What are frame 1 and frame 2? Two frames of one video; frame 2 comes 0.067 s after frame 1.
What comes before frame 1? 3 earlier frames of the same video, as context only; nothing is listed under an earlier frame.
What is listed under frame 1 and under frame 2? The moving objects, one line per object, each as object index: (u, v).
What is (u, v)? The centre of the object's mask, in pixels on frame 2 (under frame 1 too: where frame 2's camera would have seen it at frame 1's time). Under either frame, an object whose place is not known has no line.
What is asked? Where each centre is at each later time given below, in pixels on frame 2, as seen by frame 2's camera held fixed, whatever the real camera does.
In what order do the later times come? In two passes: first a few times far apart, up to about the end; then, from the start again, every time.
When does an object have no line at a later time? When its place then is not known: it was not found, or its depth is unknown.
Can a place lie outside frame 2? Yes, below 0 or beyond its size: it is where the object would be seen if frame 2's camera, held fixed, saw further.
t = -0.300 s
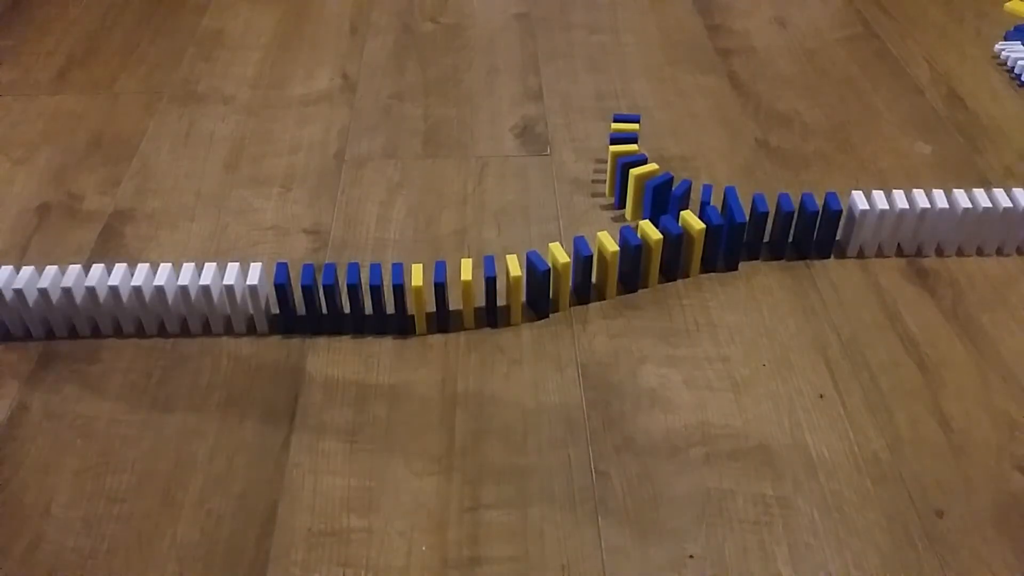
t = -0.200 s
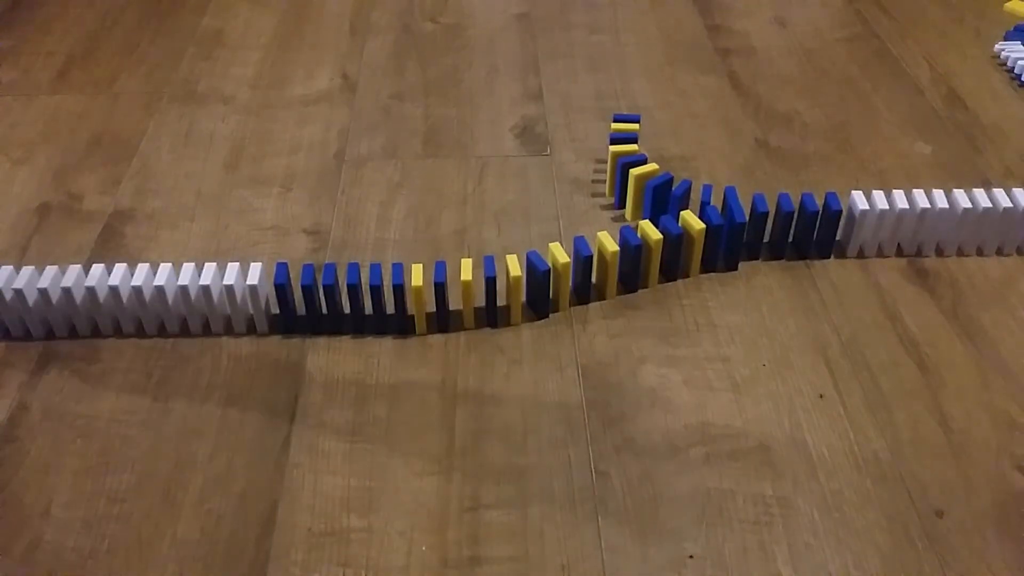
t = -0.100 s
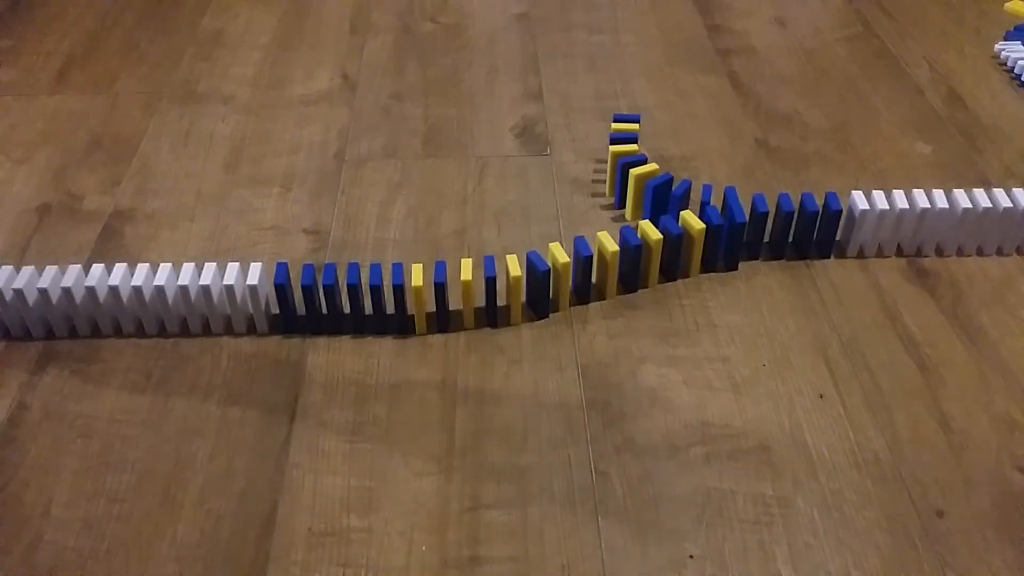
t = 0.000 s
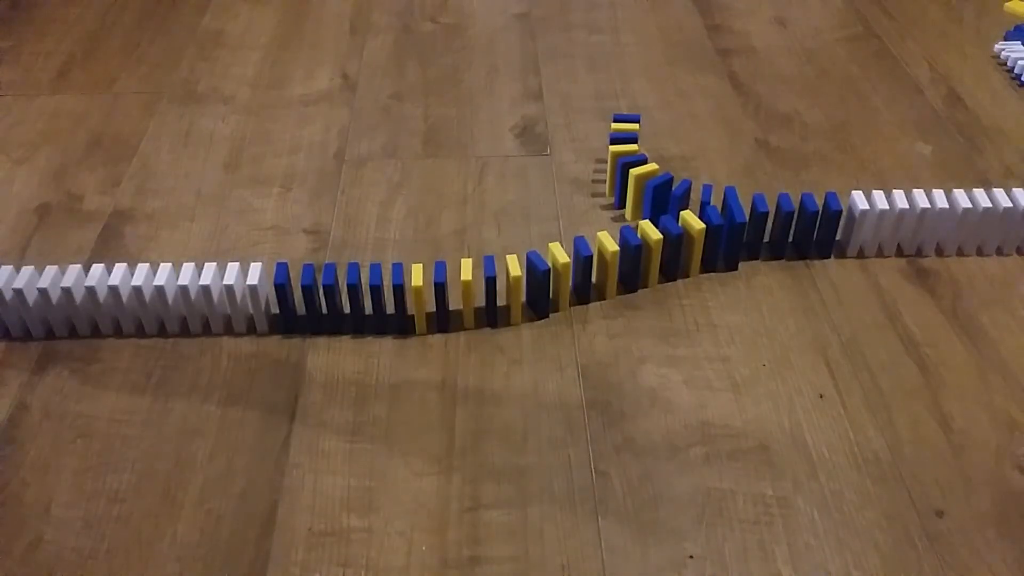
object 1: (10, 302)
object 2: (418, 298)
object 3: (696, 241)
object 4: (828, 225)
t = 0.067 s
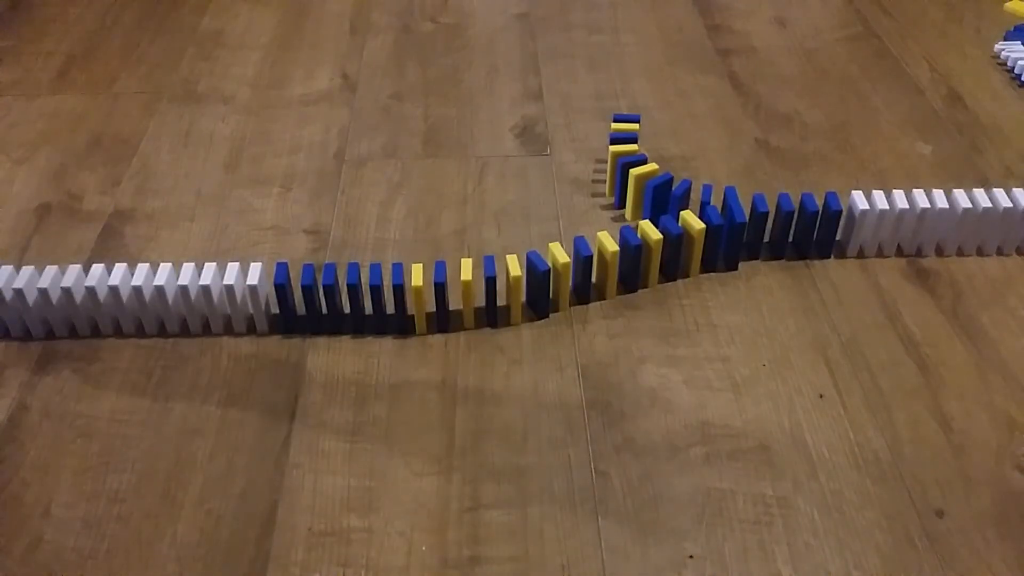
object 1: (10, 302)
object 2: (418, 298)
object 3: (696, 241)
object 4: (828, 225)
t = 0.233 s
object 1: (11, 301)
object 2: (418, 298)
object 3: (696, 241)
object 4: (828, 225)
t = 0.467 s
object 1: (35, 313)
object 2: (418, 298)
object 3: (696, 241)
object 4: (828, 225)
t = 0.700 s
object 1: (36, 312)
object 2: (449, 307)
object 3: (696, 241)
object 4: (828, 225)
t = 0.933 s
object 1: (35, 312)
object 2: (454, 312)
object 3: (721, 242)
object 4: (828, 225)
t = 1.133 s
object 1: (36, 312)
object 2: (454, 312)
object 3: (722, 246)
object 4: (862, 232)
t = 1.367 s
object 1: (36, 311)
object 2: (454, 312)
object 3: (722, 246)
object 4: (863, 233)
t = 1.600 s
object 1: (36, 311)
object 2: (454, 312)
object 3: (722, 246)
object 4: (863, 233)
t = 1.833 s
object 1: (37, 310)
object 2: (454, 312)
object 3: (722, 246)
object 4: (862, 233)
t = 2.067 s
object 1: (38, 309)
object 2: (454, 312)
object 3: (722, 246)
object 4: (862, 234)
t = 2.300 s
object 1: (38, 309)
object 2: (454, 312)
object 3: (722, 246)
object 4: (862, 234)
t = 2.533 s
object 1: (38, 309)
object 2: (454, 312)
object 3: (722, 246)
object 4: (862, 233)
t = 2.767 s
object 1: (38, 309)
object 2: (454, 312)
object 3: (722, 246)
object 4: (862, 233)
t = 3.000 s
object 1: (38, 309)
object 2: (454, 312)
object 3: (722, 246)
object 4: (862, 233)
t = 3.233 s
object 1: (39, 309)
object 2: (454, 312)
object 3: (722, 246)
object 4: (862, 233)
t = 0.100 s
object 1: (10, 302)
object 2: (418, 298)
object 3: (696, 241)
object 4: (828, 225)
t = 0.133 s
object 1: (10, 303)
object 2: (418, 298)
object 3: (696, 241)
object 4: (828, 225)
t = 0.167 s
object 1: (10, 303)
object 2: (418, 298)
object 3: (696, 241)
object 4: (828, 225)
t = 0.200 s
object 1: (10, 302)
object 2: (418, 298)
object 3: (696, 241)
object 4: (828, 225)
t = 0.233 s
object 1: (11, 301)
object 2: (418, 298)
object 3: (696, 241)
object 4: (828, 225)
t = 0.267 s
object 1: (10, 302)
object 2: (418, 298)
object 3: (696, 241)
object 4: (828, 225)
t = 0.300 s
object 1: (13, 303)
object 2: (418, 298)
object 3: (696, 241)
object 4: (828, 225)
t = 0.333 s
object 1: (22, 311)
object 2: (418, 298)
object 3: (696, 241)
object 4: (828, 225)
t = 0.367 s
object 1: (27, 316)
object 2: (418, 298)
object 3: (696, 241)
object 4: (828, 225)
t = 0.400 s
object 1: (30, 313)
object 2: (418, 298)
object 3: (696, 241)
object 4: (828, 225)
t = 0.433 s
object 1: (32, 316)
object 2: (418, 298)
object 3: (696, 241)
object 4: (828, 225)
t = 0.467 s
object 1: (35, 313)
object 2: (418, 298)
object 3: (696, 241)
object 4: (828, 225)
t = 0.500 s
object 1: (35, 314)
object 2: (418, 298)
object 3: (696, 241)
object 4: (828, 225)
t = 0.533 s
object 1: (36, 313)
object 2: (418, 298)
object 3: (696, 241)
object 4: (828, 225)
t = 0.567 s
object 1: (36, 312)
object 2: (418, 298)
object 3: (696, 241)
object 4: (828, 225)
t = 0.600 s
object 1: (35, 313)
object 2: (419, 297)
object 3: (696, 241)
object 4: (828, 225)
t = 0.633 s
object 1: (35, 312)
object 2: (432, 296)
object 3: (696, 241)
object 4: (828, 225)
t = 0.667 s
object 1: (36, 312)
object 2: (443, 301)
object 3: (696, 241)
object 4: (828, 225)
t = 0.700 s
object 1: (36, 312)
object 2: (449, 307)
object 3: (696, 241)
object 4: (828, 225)
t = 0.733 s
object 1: (36, 312)
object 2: (452, 310)
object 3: (696, 241)
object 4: (828, 225)
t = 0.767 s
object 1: (36, 312)
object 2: (454, 311)
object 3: (696, 241)
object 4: (828, 225)
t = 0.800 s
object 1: (36, 312)
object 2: (454, 312)
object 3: (696, 241)
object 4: (828, 225)
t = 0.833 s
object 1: (36, 312)
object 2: (454, 312)
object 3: (700, 237)
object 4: (828, 225)
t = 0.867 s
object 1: (36, 312)
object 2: (454, 312)
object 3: (710, 239)
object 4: (828, 225)
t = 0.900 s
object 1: (36, 312)
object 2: (454, 312)
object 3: (717, 239)
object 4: (828, 226)
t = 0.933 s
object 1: (35, 312)
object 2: (454, 312)
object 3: (721, 242)
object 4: (828, 225)
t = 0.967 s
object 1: (35, 312)
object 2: (454, 312)
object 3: (723, 244)
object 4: (832, 224)
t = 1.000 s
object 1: (35, 312)
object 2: (454, 312)
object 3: (723, 245)
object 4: (847, 228)
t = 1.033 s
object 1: (35, 312)
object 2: (454, 312)
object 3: (722, 246)
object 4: (853, 229)
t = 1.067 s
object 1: (36, 312)
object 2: (454, 312)
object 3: (722, 246)
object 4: (859, 229)
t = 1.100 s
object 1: (36, 312)
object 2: (454, 312)
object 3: (722, 246)
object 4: (862, 230)
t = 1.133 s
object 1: (36, 312)
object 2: (454, 312)
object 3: (722, 246)
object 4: (862, 232)
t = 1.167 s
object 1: (36, 311)
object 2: (454, 312)
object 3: (722, 246)
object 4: (863, 232)
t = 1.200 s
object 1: (36, 311)
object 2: (454, 312)
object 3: (722, 246)
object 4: (863, 233)
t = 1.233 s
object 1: (36, 311)
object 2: (454, 312)
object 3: (722, 246)
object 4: (863, 233)
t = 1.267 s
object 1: (36, 311)
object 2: (454, 312)
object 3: (722, 246)
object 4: (863, 233)
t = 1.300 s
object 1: (36, 311)
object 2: (454, 312)
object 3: (722, 246)
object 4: (863, 233)
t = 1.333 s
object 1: (36, 311)
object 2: (454, 312)
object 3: (722, 246)
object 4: (863, 233)
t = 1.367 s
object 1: (36, 311)
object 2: (454, 312)
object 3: (722, 246)
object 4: (863, 233)
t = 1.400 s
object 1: (36, 311)
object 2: (454, 312)
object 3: (722, 246)
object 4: (863, 233)
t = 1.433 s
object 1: (36, 311)
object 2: (454, 312)
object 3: (722, 246)
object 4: (863, 233)
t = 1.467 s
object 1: (36, 311)
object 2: (454, 312)
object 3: (722, 246)
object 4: (863, 233)
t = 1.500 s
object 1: (36, 311)
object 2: (454, 312)
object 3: (722, 246)
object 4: (863, 233)
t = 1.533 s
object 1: (36, 311)
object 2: (454, 312)
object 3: (722, 246)
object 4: (863, 233)
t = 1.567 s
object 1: (36, 311)
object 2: (454, 312)
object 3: (722, 246)
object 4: (863, 233)
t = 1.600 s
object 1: (36, 311)
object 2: (454, 312)
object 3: (722, 246)
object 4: (863, 233)
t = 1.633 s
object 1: (37, 310)
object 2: (454, 312)
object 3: (722, 246)
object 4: (863, 233)
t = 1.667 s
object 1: (37, 310)
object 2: (454, 312)
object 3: (722, 246)
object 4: (863, 233)
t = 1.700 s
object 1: (37, 310)
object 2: (454, 312)
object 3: (722, 246)
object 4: (863, 233)
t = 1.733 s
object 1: (37, 310)
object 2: (454, 312)
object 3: (722, 246)
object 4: (862, 233)
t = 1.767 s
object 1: (37, 310)
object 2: (454, 312)
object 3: (722, 246)
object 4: (862, 233)
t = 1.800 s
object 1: (37, 310)
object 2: (454, 312)
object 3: (722, 246)
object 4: (862, 233)
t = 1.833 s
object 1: (37, 310)
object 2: (454, 312)
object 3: (722, 246)
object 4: (862, 233)
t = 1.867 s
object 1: (37, 310)
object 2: (454, 312)
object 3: (722, 246)
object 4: (862, 233)
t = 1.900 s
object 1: (37, 310)
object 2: (454, 312)
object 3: (722, 246)
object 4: (861, 234)
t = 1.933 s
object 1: (37, 310)
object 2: (454, 312)
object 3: (722, 246)
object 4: (862, 234)
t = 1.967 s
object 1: (37, 310)
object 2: (454, 312)
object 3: (722, 246)
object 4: (862, 234)
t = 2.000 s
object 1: (38, 310)
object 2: (454, 312)
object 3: (722, 246)
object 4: (862, 234)
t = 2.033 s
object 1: (38, 310)
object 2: (454, 312)
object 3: (722, 246)
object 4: (862, 234)
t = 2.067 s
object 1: (38, 309)
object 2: (454, 312)
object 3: (722, 246)
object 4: (862, 234)
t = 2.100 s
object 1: (38, 309)
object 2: (454, 312)
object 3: (722, 246)
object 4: (862, 234)
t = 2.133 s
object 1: (38, 309)
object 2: (454, 312)
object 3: (722, 246)
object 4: (862, 234)
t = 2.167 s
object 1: (38, 310)
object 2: (454, 312)
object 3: (722, 246)
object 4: (862, 234)
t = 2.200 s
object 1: (38, 310)
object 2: (454, 312)
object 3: (722, 246)
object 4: (862, 234)
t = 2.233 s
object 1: (38, 309)
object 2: (454, 312)
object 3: (722, 246)
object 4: (862, 234)
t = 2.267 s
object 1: (38, 309)
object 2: (454, 312)
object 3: (722, 246)
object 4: (862, 234)
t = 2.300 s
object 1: (38, 309)
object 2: (454, 312)
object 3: (722, 246)
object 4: (862, 234)
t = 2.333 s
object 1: (38, 309)
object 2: (454, 312)
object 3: (722, 246)
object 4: (862, 234)
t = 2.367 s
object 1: (38, 309)
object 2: (454, 312)
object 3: (722, 246)
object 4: (862, 234)
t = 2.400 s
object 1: (38, 309)
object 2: (454, 312)
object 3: (722, 246)
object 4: (862, 233)
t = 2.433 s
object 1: (38, 309)
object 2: (454, 312)
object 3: (722, 246)
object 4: (862, 233)
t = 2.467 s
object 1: (38, 309)
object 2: (454, 312)
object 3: (722, 246)
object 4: (862, 233)
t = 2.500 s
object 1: (38, 309)
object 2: (454, 312)
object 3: (722, 246)
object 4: (862, 233)
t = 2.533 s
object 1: (38, 309)
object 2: (454, 312)
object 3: (722, 246)
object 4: (862, 233)
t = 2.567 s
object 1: (38, 309)
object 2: (454, 312)
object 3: (722, 246)
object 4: (862, 233)
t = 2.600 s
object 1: (38, 309)
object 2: (454, 312)
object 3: (722, 246)
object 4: (862, 233)
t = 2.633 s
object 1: (38, 309)
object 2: (454, 312)
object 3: (722, 246)
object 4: (862, 233)
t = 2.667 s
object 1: (38, 309)
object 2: (454, 312)
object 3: (722, 246)
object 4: (862, 233)
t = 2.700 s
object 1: (38, 309)
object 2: (454, 312)
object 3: (722, 246)
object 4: (862, 233)
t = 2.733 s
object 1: (38, 309)
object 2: (454, 312)
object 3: (722, 246)
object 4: (862, 233)
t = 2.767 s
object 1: (38, 309)
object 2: (454, 312)
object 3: (722, 246)
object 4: (862, 233)
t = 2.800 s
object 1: (38, 309)
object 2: (454, 312)
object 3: (722, 246)
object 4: (862, 233)
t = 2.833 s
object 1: (38, 309)
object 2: (454, 312)
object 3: (722, 246)
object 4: (862, 233)
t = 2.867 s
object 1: (38, 309)
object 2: (454, 312)
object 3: (722, 246)
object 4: (862, 233)
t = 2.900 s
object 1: (38, 309)
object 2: (454, 312)
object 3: (722, 246)
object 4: (862, 233)
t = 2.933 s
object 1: (38, 309)
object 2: (454, 312)
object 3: (722, 246)
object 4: (862, 233)
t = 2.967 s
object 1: (38, 309)
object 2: (454, 312)
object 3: (722, 246)
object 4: (862, 233)
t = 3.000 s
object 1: (38, 309)
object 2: (454, 312)
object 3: (722, 246)
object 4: (862, 233)
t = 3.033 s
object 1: (38, 309)
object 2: (454, 312)
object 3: (722, 246)
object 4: (863, 233)
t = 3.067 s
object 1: (39, 309)
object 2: (454, 312)
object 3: (722, 246)
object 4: (863, 233)
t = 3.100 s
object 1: (39, 309)
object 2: (454, 312)
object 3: (722, 246)
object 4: (863, 233)
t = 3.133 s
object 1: (39, 309)
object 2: (454, 312)
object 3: (722, 246)
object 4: (863, 233)
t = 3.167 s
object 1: (39, 309)
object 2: (454, 312)
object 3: (722, 246)
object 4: (863, 233)
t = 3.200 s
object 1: (39, 309)
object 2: (454, 312)
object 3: (722, 246)
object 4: (863, 233)
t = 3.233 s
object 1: (39, 309)
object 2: (454, 312)
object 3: (722, 246)
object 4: (862, 233)
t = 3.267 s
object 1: (39, 309)
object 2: (454, 312)
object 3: (722, 246)
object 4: (863, 233)
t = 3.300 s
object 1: (39, 309)
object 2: (454, 312)
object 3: (722, 246)
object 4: (862, 233)
